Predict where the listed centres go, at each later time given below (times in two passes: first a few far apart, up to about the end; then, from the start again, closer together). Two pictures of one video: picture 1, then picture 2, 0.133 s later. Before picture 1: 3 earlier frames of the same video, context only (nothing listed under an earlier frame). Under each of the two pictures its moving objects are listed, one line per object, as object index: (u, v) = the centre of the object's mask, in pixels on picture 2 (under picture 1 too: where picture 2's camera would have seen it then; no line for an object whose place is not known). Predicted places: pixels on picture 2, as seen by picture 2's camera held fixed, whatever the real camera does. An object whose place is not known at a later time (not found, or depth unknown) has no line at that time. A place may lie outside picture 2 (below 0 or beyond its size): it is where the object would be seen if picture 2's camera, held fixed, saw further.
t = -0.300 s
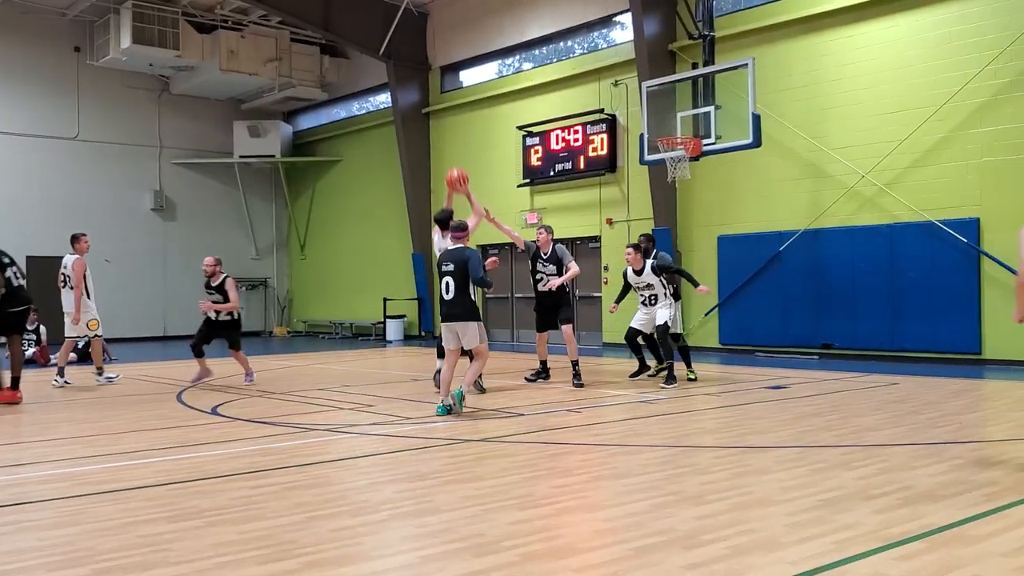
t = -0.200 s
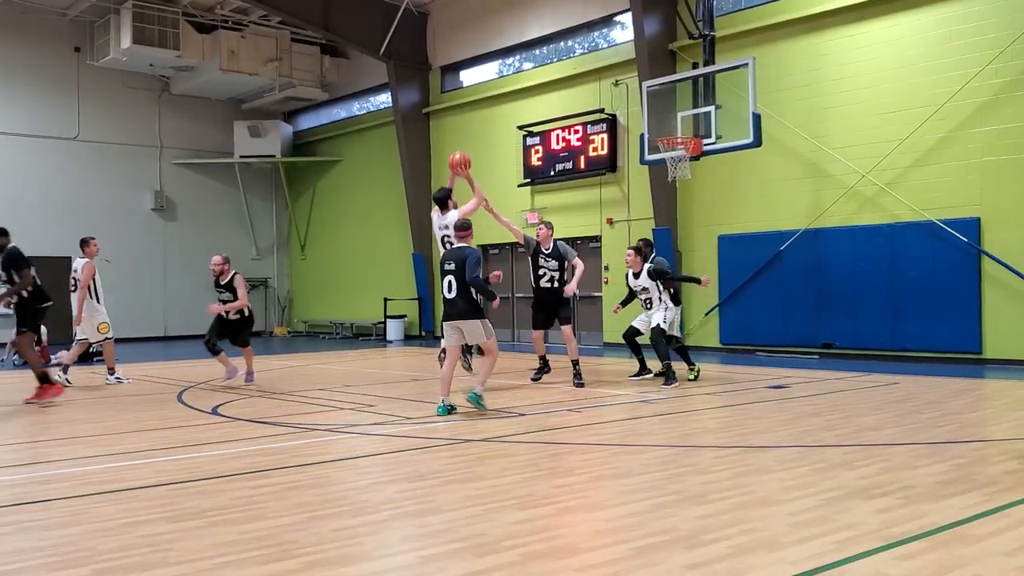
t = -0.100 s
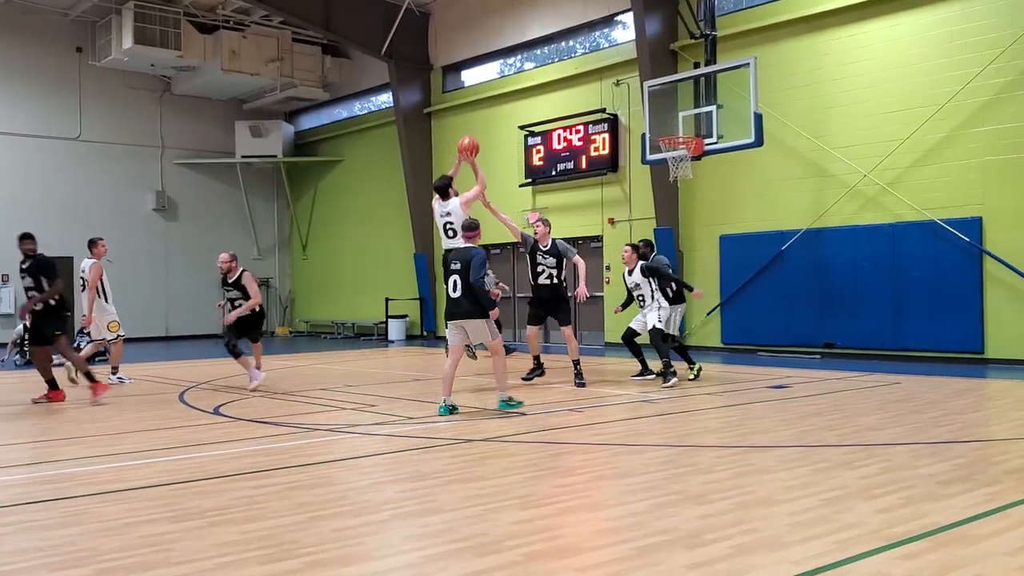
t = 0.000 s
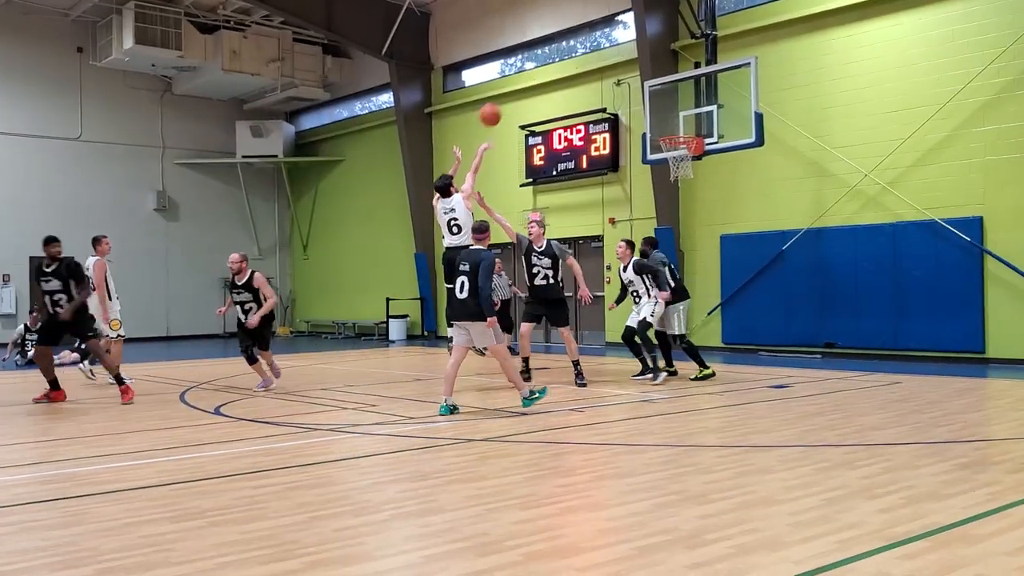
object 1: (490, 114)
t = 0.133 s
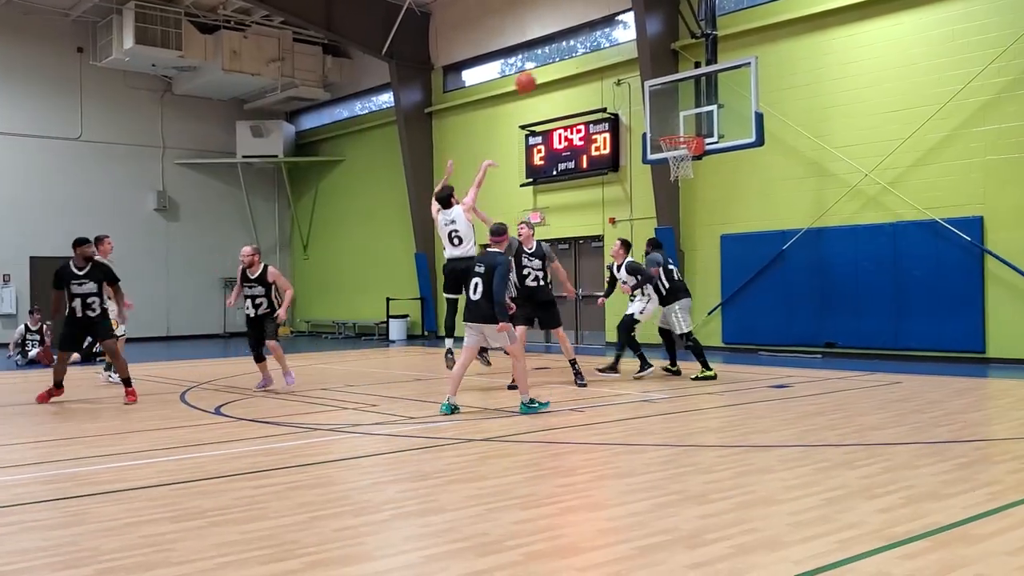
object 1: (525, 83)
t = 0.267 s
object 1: (559, 67)
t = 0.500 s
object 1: (613, 75)
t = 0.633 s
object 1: (642, 99)
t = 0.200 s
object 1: (543, 72)
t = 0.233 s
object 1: (551, 70)
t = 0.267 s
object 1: (559, 67)
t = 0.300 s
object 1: (567, 65)
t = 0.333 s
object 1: (575, 65)
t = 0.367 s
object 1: (583, 65)
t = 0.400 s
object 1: (591, 67)
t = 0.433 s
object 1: (598, 68)
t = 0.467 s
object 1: (606, 72)
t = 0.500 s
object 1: (613, 75)
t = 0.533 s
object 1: (621, 80)
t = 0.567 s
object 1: (627, 86)
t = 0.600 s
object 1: (634, 92)
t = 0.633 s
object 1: (642, 99)
